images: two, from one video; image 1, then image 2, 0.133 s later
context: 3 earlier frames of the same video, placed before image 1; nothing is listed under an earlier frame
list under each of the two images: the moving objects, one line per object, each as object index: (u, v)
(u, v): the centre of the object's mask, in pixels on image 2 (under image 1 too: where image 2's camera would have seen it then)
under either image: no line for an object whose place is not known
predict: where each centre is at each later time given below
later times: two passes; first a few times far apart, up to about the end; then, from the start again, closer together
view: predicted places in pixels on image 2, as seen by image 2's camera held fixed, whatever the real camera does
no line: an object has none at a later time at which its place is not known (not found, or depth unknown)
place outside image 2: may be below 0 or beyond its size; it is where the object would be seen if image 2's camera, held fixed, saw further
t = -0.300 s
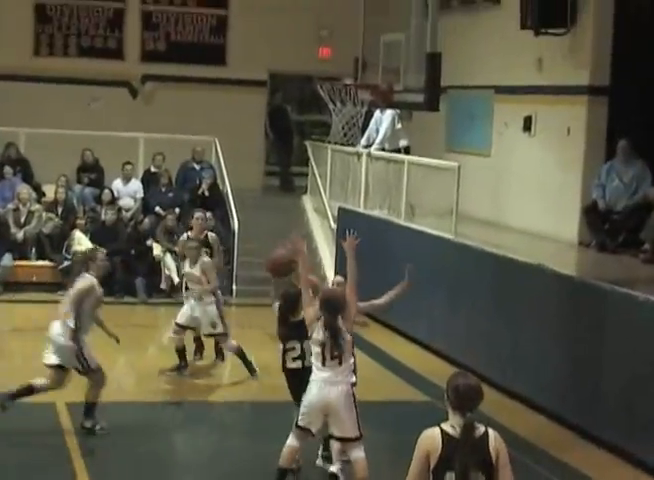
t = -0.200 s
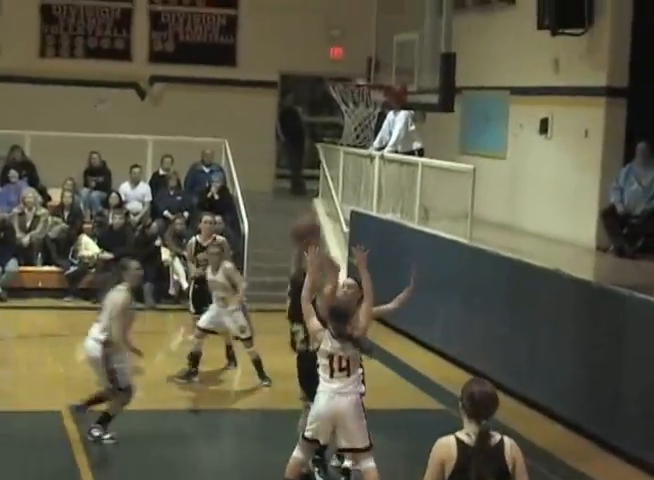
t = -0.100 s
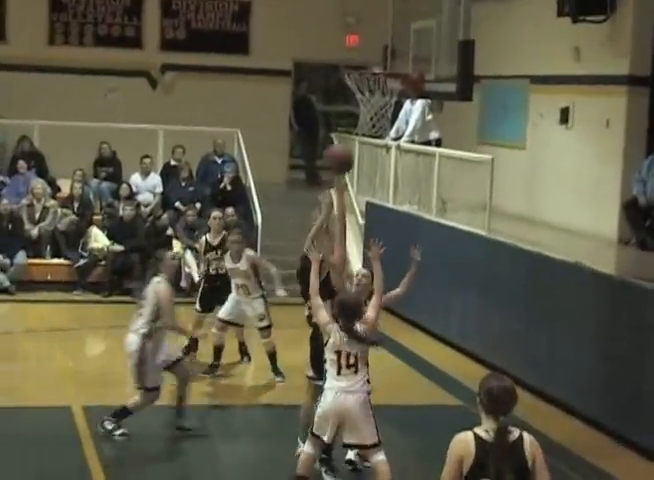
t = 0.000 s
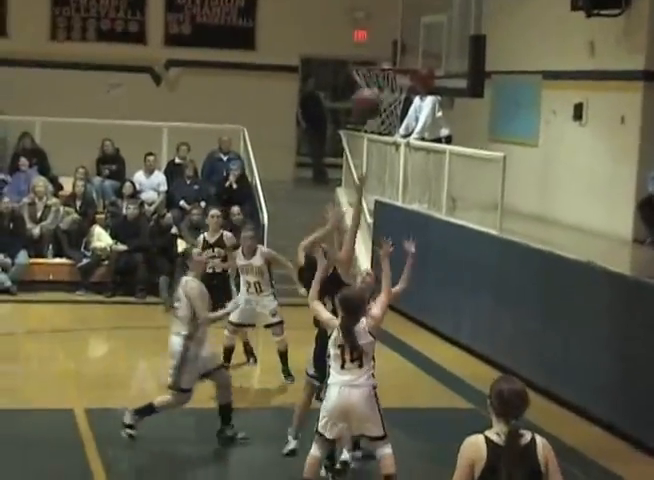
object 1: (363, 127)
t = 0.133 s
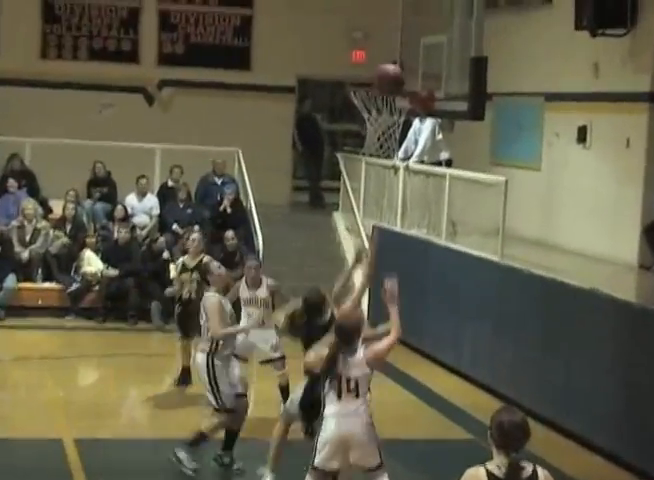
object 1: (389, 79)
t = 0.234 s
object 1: (405, 60)
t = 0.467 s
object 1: (403, 65)
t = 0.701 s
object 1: (354, 129)
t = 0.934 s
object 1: (344, 185)
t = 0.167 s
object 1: (394, 72)
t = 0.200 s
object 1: (400, 66)
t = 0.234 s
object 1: (405, 60)
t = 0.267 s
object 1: (410, 56)
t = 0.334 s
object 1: (419, 56)
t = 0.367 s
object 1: (423, 56)
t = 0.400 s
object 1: (415, 59)
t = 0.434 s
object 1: (409, 61)
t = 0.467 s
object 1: (403, 65)
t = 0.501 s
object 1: (396, 72)
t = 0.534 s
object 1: (388, 77)
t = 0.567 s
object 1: (382, 81)
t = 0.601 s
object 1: (374, 88)
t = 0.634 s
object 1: (363, 110)
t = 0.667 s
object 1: (356, 121)
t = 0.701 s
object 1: (354, 129)
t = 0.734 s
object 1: (351, 133)
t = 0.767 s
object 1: (350, 145)
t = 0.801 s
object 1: (349, 143)
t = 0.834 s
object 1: (348, 152)
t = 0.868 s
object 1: (346, 162)
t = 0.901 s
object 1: (345, 173)
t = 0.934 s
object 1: (344, 185)
